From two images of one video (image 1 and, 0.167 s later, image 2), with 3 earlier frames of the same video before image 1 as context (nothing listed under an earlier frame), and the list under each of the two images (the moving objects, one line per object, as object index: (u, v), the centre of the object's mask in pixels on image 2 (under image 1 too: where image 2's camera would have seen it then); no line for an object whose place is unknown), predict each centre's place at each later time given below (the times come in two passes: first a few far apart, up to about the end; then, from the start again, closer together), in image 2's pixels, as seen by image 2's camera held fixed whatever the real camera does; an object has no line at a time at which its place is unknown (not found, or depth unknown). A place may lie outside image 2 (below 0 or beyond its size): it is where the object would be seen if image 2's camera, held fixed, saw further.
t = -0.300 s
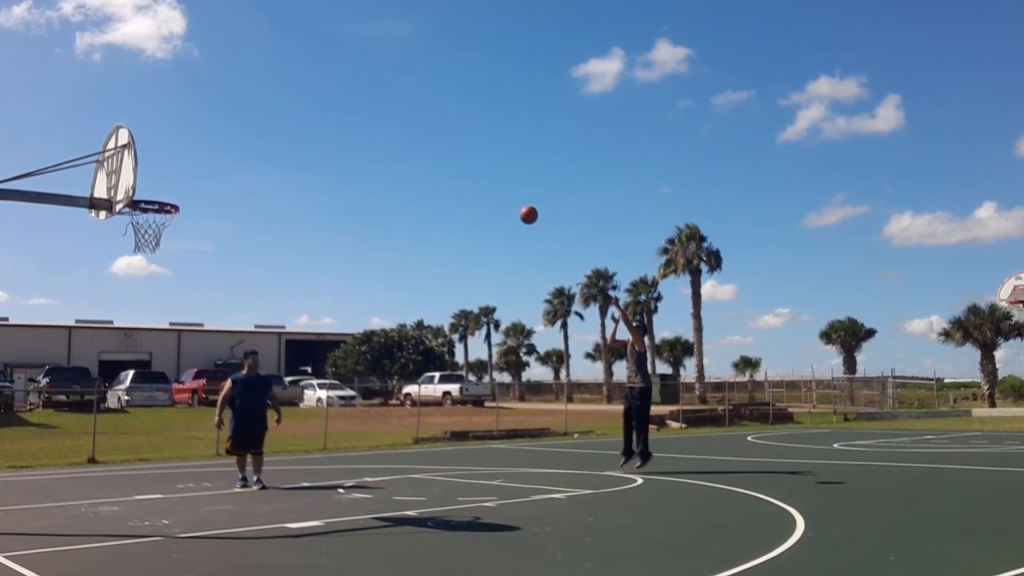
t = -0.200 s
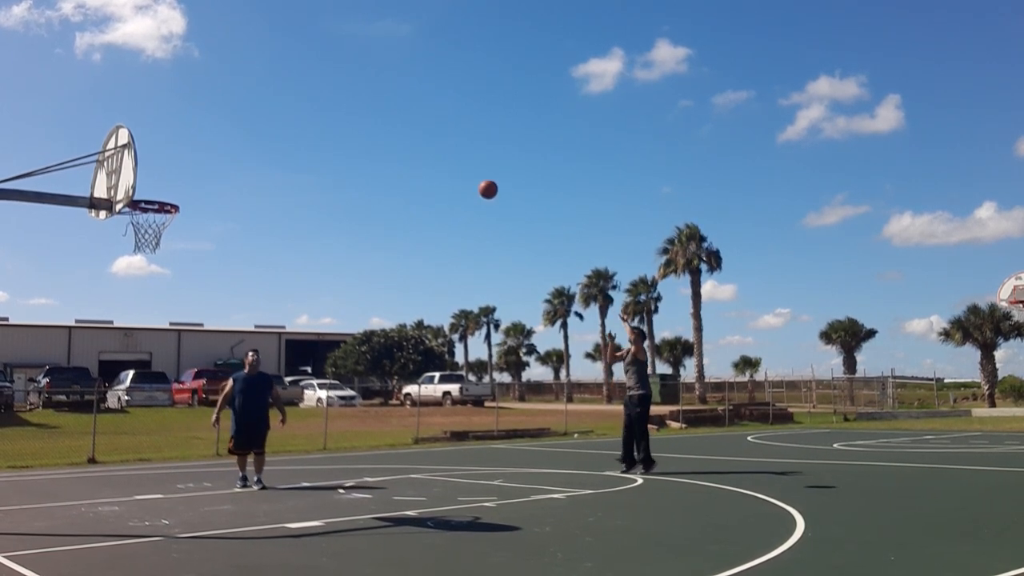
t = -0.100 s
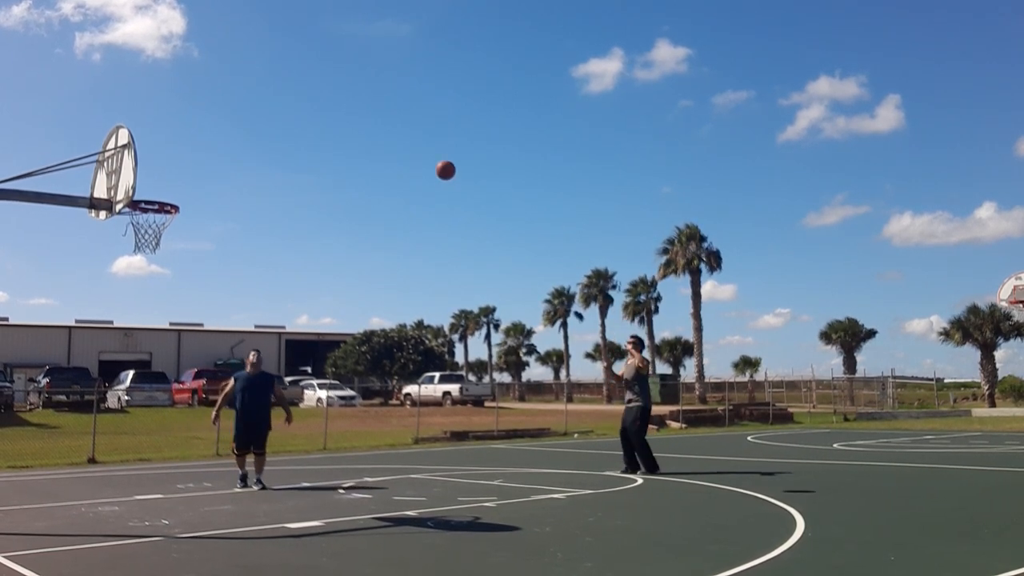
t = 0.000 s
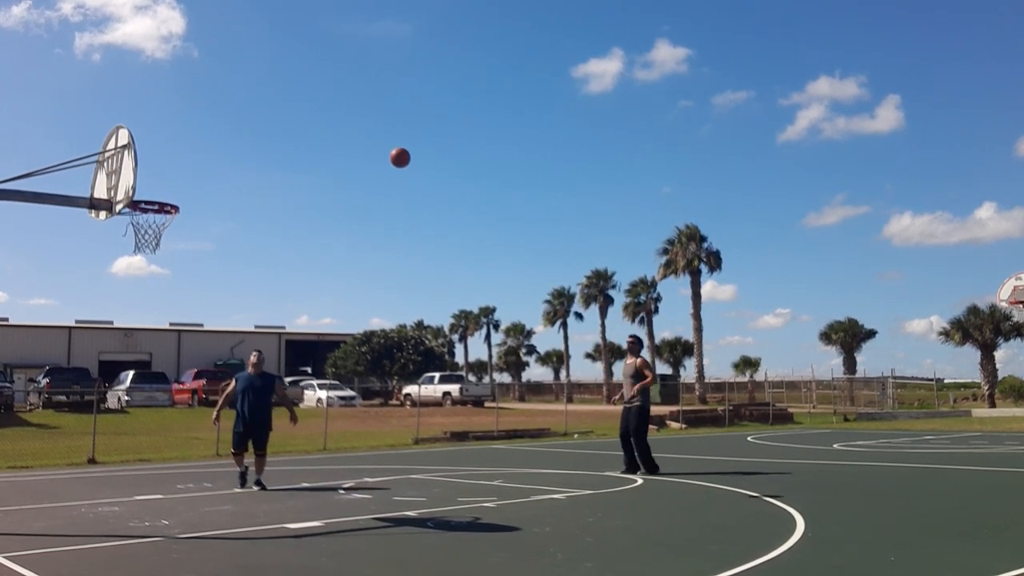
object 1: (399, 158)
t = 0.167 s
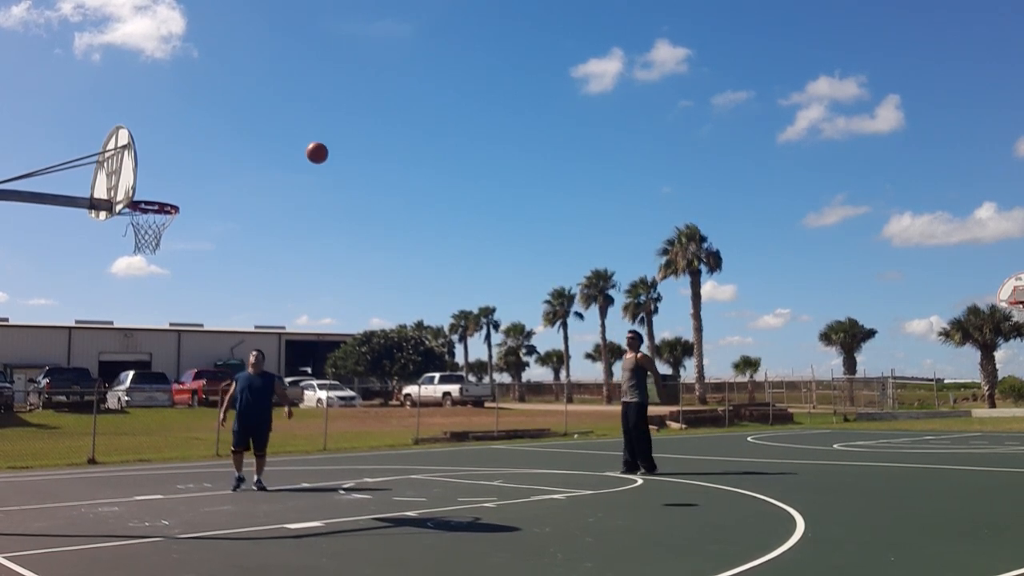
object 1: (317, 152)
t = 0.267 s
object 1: (262, 161)
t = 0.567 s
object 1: (162, 243)
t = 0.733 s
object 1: (198, 297)
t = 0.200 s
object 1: (299, 154)
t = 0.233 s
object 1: (280, 157)
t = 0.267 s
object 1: (262, 161)
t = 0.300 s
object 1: (243, 166)
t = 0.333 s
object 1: (223, 172)
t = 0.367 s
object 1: (203, 179)
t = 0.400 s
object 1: (182, 188)
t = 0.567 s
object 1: (162, 243)
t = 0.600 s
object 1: (169, 251)
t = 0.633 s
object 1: (177, 260)
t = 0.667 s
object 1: (184, 271)
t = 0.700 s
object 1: (191, 284)
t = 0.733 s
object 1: (198, 297)
